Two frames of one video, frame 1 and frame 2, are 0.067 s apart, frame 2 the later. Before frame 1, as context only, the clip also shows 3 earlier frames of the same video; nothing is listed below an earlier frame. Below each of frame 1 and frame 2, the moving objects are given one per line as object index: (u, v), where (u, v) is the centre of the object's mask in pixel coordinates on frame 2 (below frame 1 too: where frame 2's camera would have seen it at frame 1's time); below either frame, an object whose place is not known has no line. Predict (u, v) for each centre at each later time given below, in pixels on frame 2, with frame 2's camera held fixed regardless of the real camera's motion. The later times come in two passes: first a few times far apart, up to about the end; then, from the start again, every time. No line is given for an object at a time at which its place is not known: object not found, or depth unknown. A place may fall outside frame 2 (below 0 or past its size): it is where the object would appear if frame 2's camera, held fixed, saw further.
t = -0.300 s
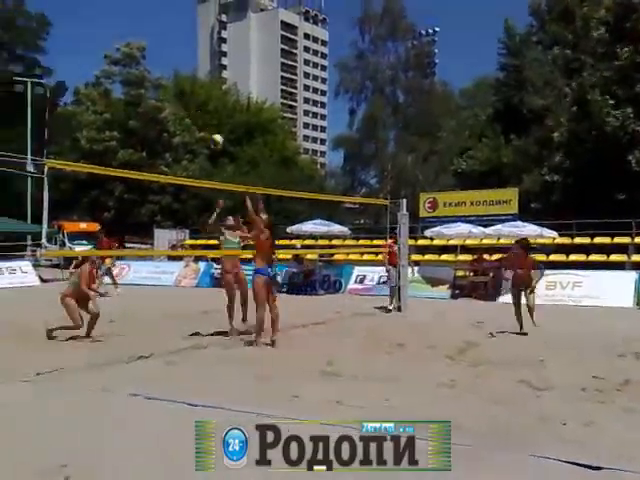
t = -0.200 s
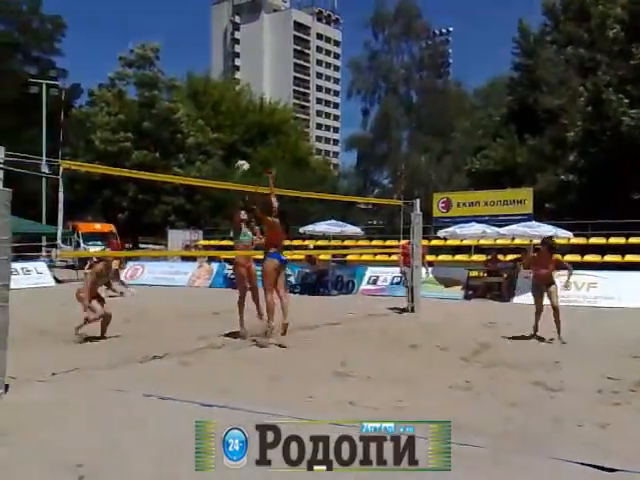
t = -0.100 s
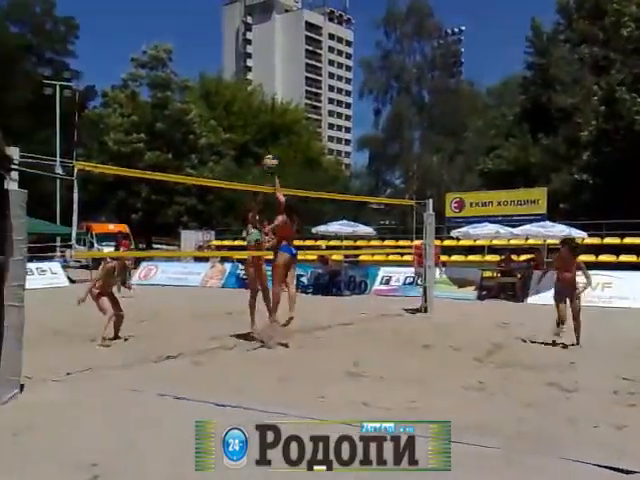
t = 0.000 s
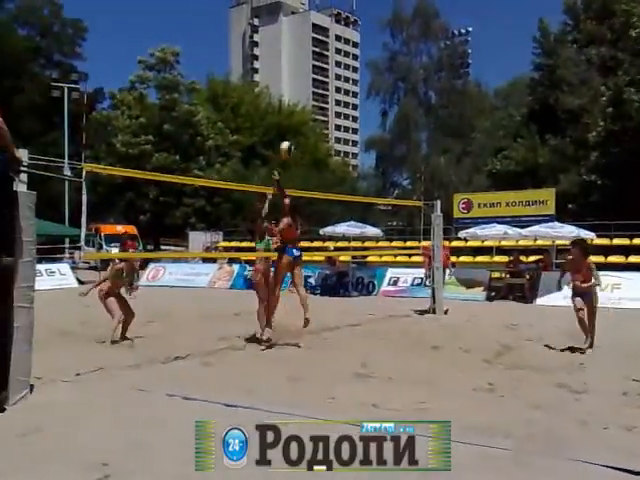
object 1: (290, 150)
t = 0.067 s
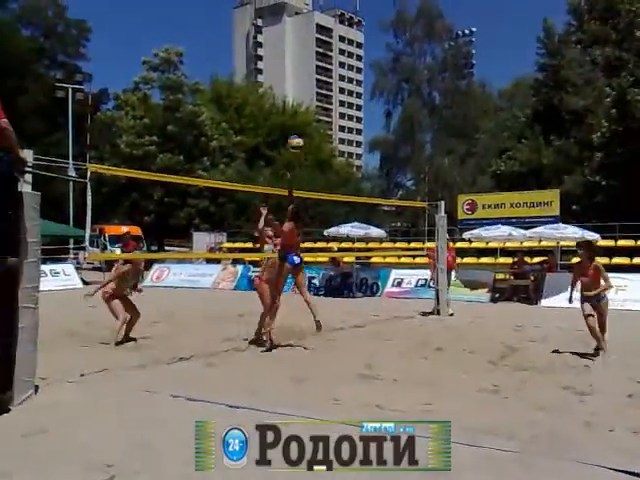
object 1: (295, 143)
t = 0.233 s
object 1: (310, 142)
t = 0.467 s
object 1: (334, 177)
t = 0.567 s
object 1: (344, 207)
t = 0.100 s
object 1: (298, 141)
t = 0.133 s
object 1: (301, 140)
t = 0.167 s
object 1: (304, 139)
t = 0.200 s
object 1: (306, 139)
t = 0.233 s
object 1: (310, 142)
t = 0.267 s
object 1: (312, 143)
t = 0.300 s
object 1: (317, 147)
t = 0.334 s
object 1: (320, 152)
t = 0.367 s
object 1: (323, 155)
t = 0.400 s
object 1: (326, 162)
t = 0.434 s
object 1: (331, 168)
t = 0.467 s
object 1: (334, 177)
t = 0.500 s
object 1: (337, 186)
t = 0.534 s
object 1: (340, 197)
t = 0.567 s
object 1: (344, 207)
